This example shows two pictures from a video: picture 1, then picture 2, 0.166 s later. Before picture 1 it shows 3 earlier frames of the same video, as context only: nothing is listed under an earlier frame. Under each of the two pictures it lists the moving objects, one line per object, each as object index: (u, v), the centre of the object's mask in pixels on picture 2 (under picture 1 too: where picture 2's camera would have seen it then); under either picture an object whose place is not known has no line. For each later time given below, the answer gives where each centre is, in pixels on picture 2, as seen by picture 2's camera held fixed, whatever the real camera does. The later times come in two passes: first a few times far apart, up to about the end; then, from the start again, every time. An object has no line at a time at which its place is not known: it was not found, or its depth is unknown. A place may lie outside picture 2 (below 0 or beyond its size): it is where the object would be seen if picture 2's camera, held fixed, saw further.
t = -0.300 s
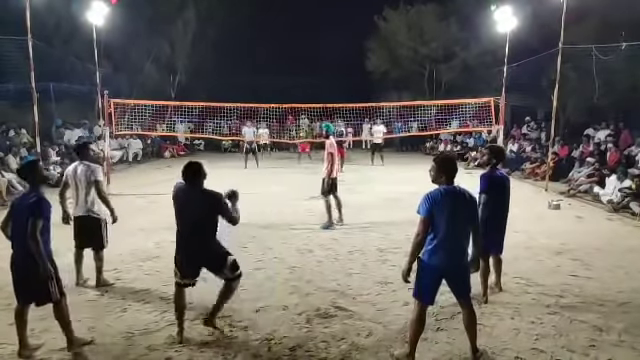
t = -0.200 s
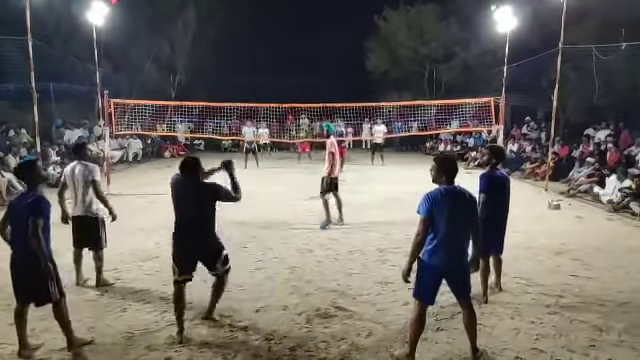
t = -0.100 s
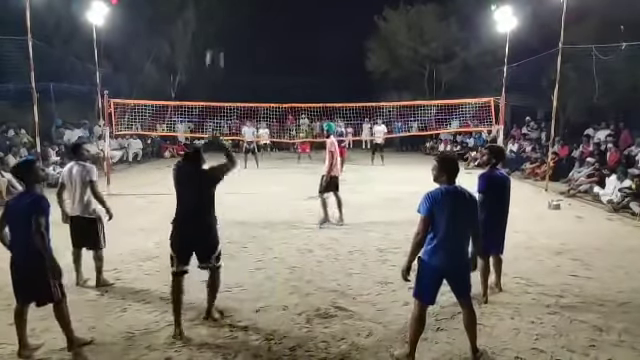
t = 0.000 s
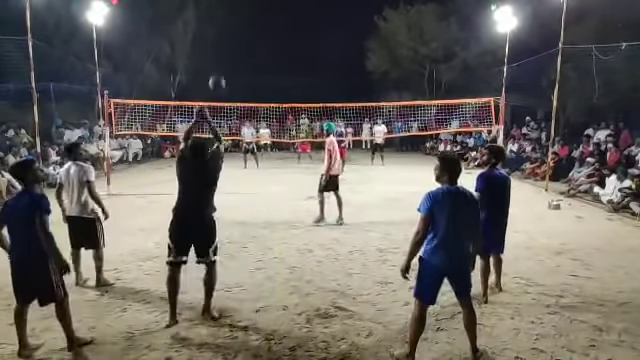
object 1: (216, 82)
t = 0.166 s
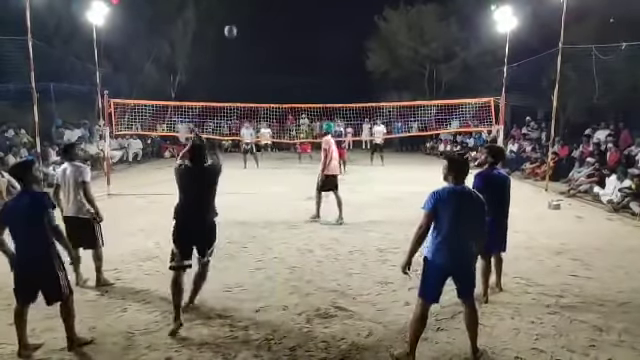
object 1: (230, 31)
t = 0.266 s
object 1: (236, 20)
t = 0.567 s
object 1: (249, 29)
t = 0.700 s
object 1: (253, 44)
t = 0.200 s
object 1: (233, 26)
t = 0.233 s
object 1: (234, 22)
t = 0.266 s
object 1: (236, 20)
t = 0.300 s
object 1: (238, 18)
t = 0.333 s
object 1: (239, 17)
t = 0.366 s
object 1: (241, 17)
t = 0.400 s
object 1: (243, 18)
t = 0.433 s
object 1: (244, 19)
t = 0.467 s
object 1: (246, 21)
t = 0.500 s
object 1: (247, 23)
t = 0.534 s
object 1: (248, 26)
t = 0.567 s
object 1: (249, 29)
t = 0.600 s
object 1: (250, 32)
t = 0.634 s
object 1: (251, 36)
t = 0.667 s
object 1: (252, 40)
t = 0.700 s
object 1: (253, 44)
